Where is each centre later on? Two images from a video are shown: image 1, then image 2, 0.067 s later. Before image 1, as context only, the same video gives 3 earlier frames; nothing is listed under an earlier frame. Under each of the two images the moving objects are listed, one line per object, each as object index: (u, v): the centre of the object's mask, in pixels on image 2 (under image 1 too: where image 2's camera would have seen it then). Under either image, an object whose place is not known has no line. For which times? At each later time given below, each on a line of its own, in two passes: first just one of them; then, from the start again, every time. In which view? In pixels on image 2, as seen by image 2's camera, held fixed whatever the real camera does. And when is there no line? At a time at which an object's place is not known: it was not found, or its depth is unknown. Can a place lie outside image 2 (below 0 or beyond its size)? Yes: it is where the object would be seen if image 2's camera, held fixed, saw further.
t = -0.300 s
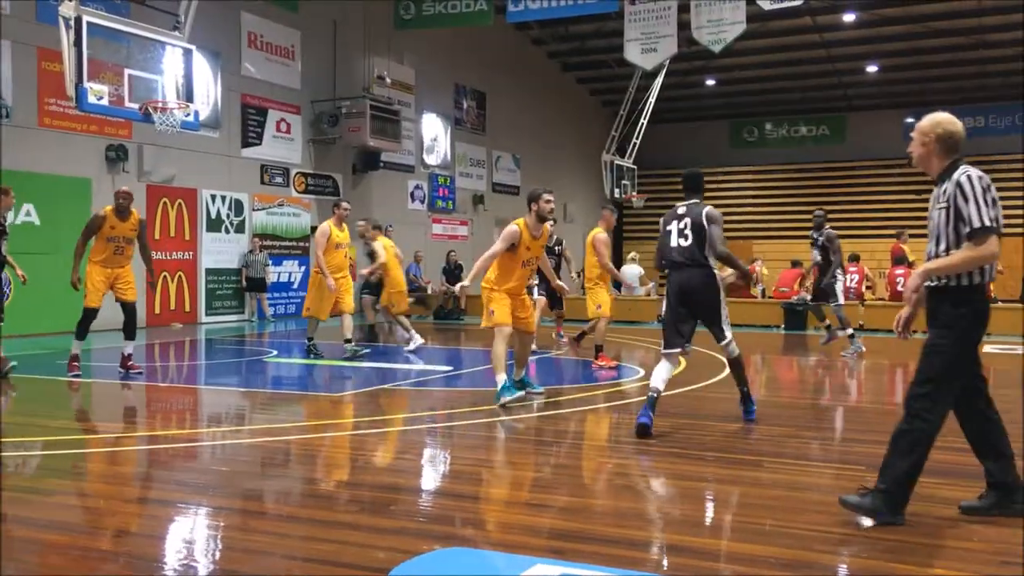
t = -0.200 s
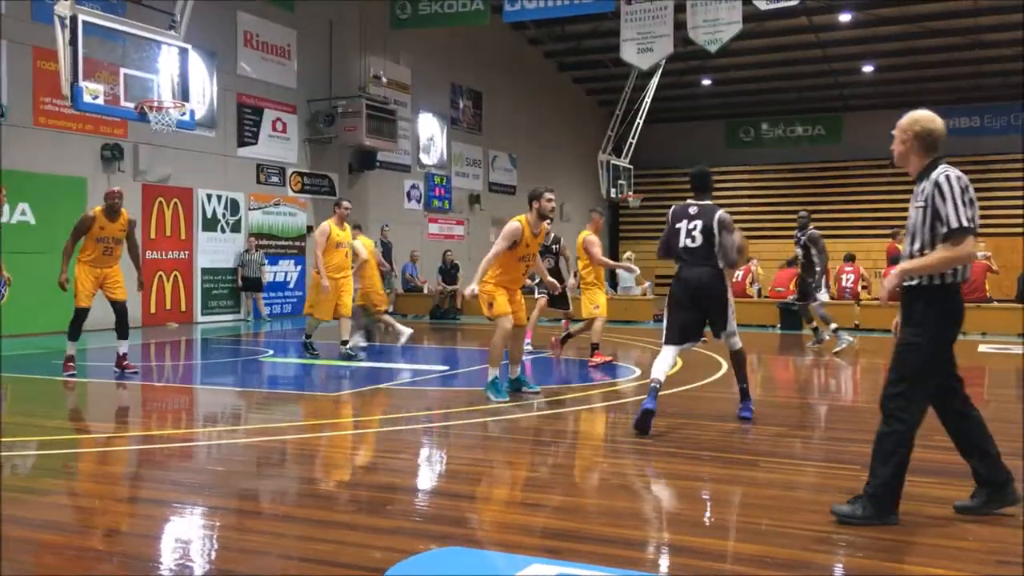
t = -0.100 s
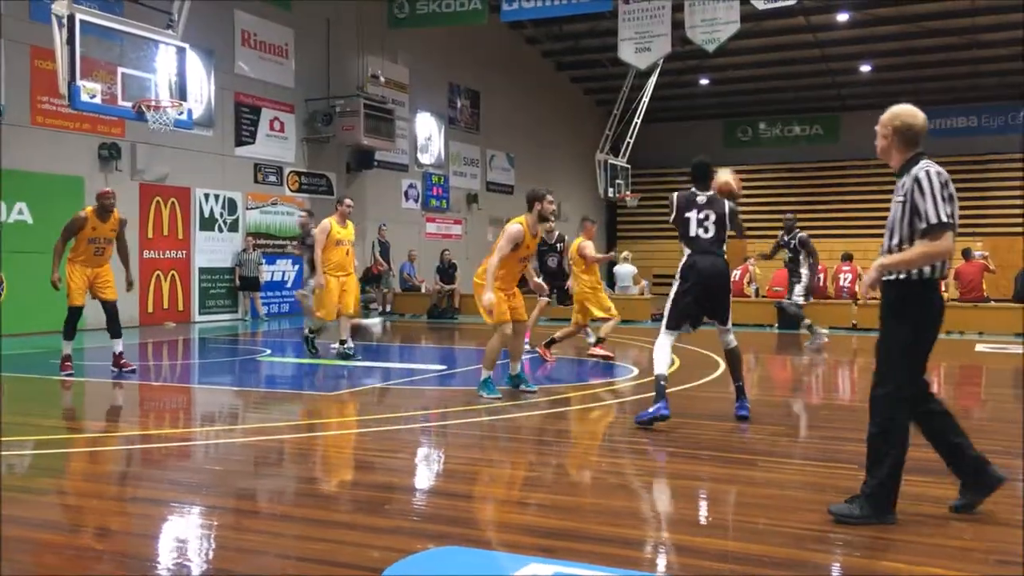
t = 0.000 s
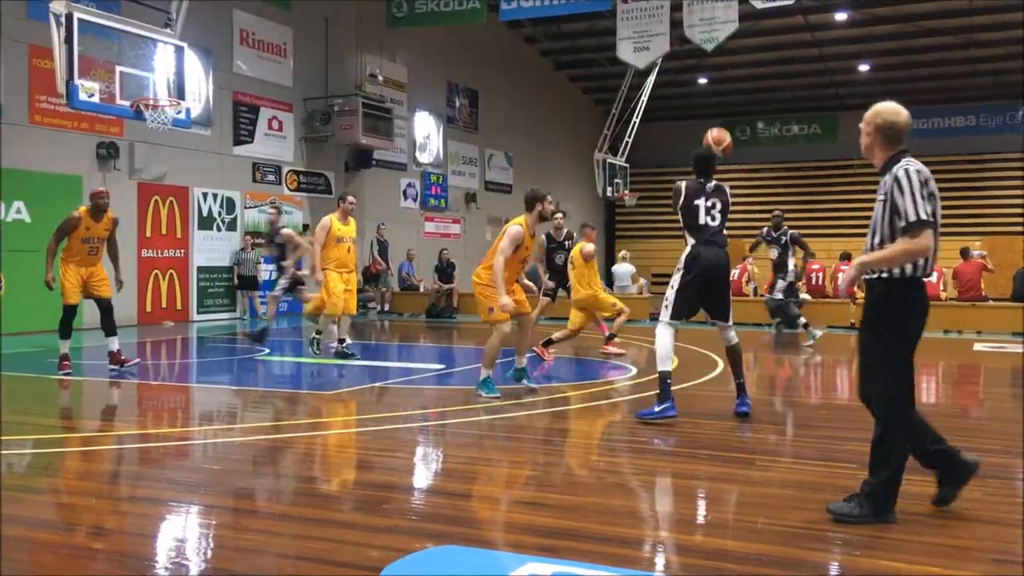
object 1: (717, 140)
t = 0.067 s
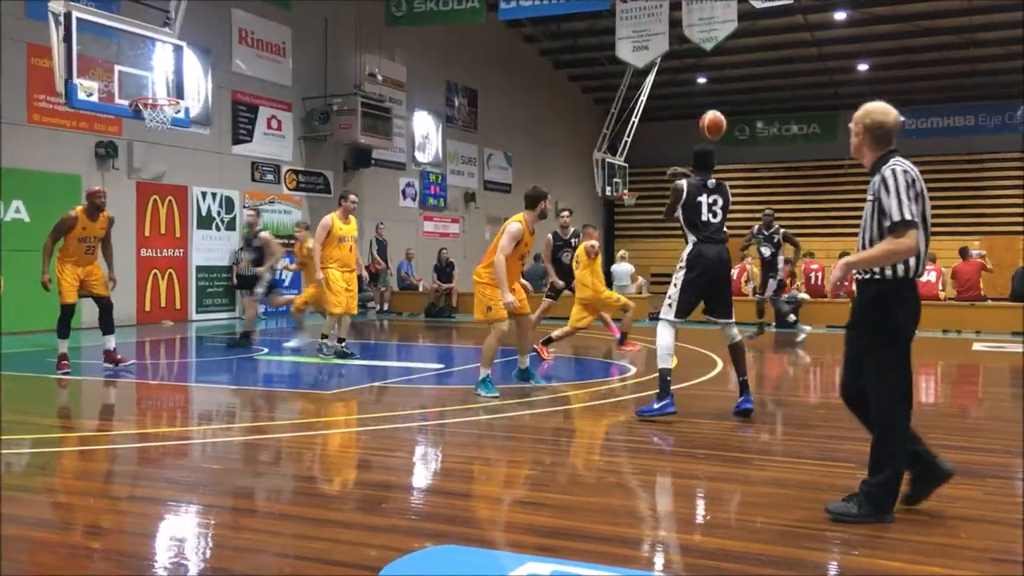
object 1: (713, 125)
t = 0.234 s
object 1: (706, 106)
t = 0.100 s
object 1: (711, 118)
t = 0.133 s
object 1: (710, 114)
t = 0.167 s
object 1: (709, 110)
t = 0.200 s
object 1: (707, 107)
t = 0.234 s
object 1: (706, 106)
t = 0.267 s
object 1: (705, 106)
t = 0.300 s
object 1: (704, 107)
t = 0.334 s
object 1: (703, 109)
